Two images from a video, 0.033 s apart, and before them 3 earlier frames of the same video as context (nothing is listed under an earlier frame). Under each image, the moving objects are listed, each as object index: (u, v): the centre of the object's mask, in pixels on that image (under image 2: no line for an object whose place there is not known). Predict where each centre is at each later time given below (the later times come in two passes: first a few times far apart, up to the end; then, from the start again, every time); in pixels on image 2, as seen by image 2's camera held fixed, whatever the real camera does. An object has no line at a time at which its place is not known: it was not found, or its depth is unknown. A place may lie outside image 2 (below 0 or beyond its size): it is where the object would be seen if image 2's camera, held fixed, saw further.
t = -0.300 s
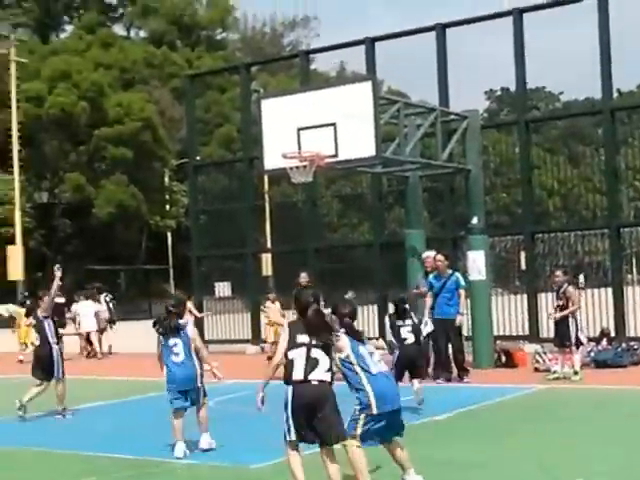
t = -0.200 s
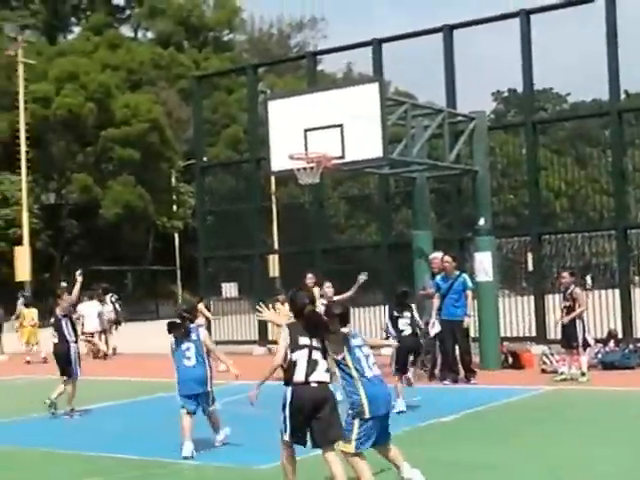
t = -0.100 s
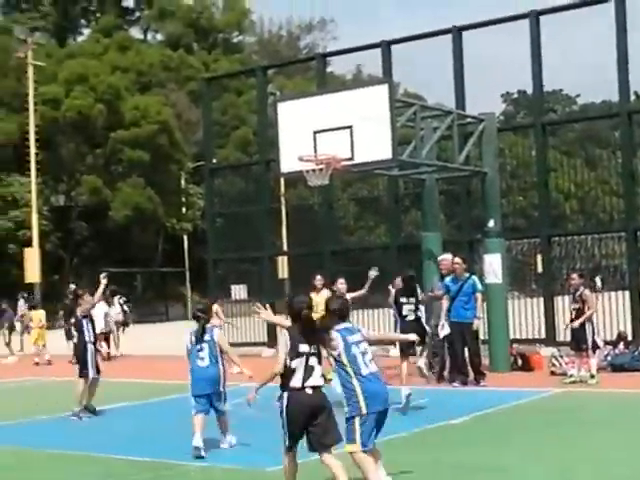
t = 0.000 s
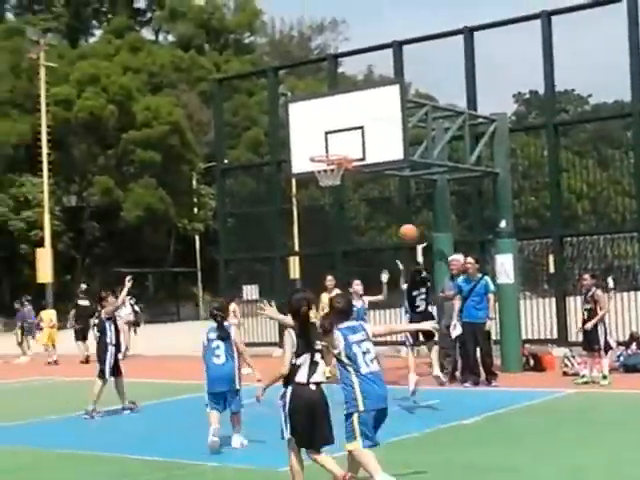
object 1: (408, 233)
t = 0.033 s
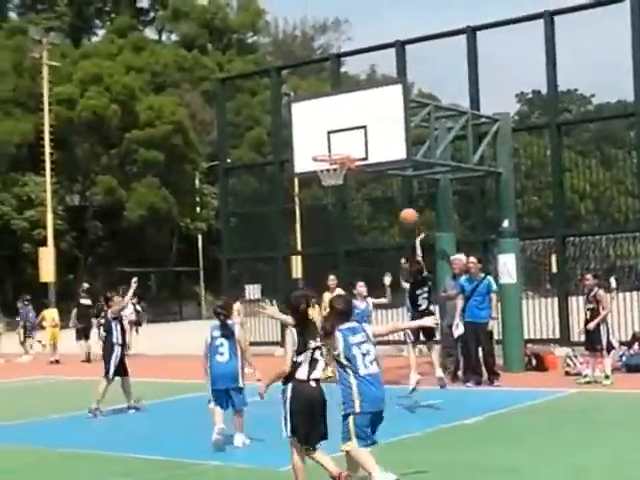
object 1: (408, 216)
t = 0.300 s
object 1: (395, 133)
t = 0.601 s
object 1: (384, 111)
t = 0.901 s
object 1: (361, 150)
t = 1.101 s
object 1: (343, 212)
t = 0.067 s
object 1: (406, 202)
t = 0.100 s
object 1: (404, 189)
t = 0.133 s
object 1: (402, 176)
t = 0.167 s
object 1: (400, 166)
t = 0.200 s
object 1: (399, 155)
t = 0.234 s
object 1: (398, 148)
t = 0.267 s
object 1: (396, 140)
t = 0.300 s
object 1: (395, 133)
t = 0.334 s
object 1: (393, 127)
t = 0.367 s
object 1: (392, 122)
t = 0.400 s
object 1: (391, 118)
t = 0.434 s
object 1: (390, 114)
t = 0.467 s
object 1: (388, 112)
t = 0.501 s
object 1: (387, 111)
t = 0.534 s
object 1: (386, 110)
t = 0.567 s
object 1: (385, 110)
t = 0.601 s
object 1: (384, 111)
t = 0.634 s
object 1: (384, 113)
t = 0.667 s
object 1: (383, 116)
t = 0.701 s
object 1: (380, 119)
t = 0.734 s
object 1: (377, 121)
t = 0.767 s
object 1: (373, 125)
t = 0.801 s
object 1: (371, 130)
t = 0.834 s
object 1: (367, 136)
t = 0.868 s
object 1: (364, 142)
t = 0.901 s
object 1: (361, 150)
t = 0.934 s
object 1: (358, 158)
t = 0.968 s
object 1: (356, 165)
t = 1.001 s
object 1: (353, 175)
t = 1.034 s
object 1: (350, 188)
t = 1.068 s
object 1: (346, 199)
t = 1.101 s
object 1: (343, 212)
